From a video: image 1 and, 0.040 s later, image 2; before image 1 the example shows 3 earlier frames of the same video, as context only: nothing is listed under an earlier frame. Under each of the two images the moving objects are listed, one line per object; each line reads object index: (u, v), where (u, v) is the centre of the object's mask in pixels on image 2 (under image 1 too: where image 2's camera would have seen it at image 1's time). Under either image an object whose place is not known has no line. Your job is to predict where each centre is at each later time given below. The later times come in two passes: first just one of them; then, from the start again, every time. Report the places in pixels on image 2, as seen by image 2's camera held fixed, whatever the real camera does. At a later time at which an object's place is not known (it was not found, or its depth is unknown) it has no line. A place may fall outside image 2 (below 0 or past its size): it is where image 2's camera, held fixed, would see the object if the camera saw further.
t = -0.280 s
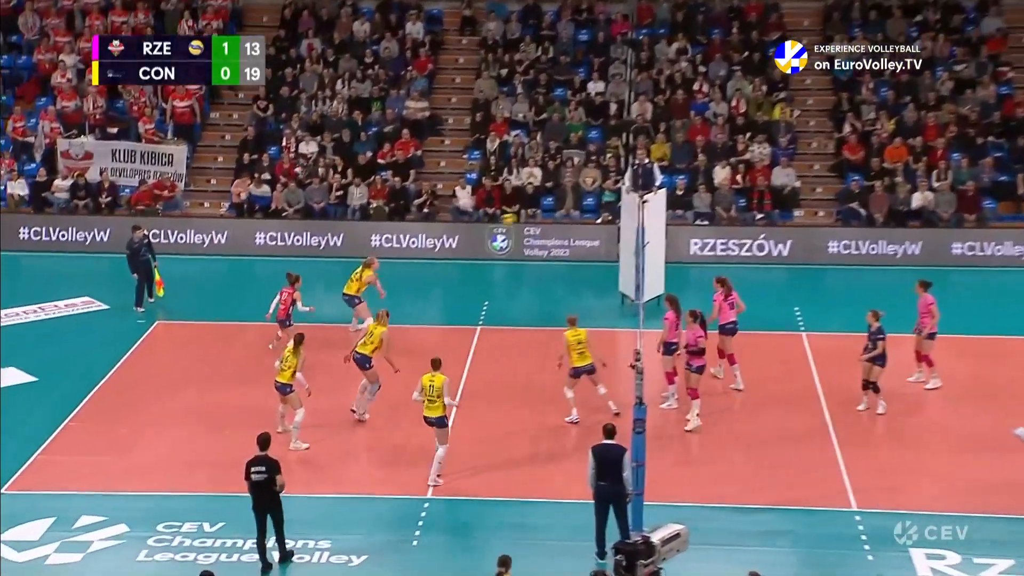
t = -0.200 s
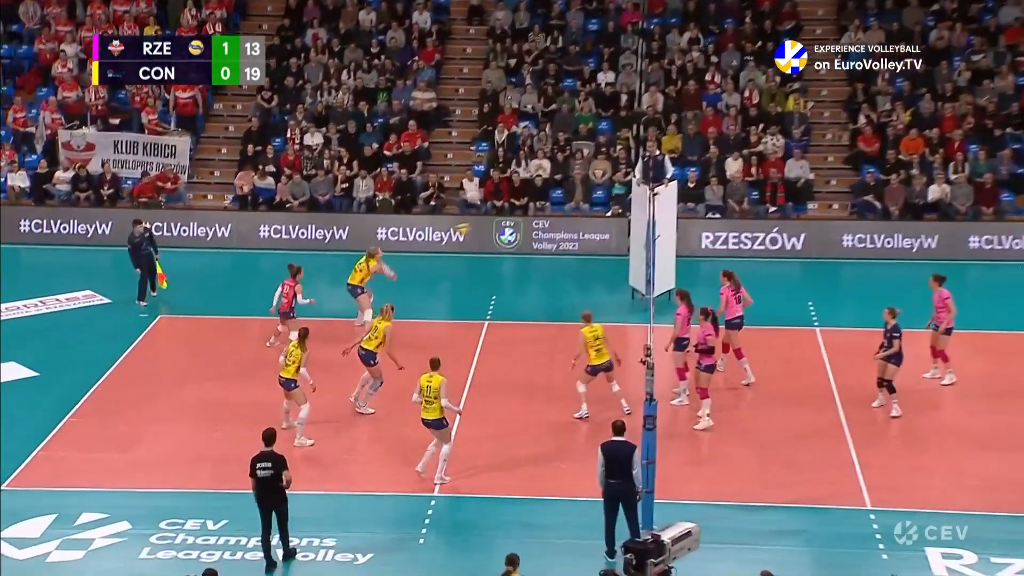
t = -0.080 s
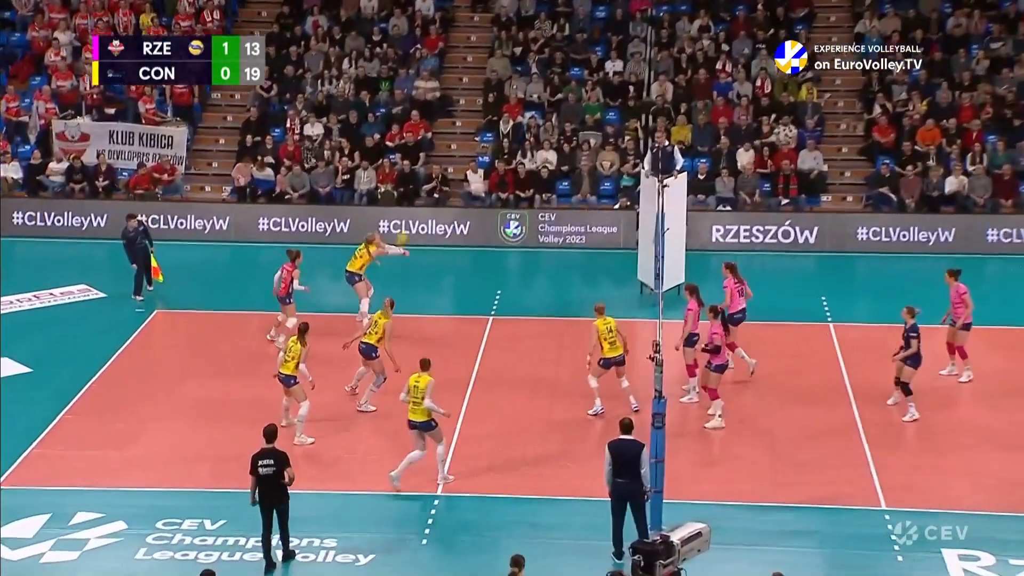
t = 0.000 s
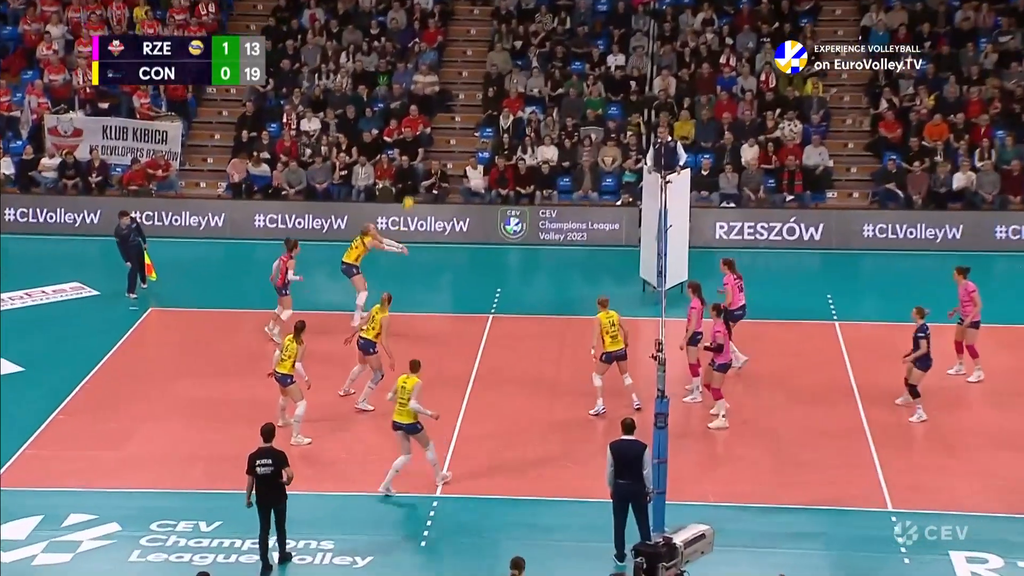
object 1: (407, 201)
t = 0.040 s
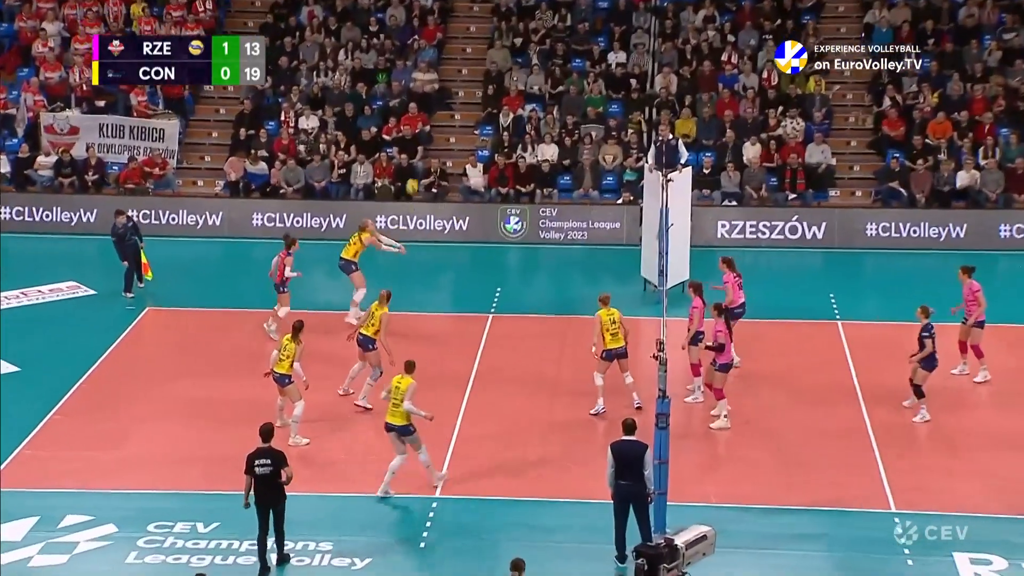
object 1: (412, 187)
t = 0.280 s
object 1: (435, 112)
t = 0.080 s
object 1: (416, 172)
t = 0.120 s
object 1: (420, 158)
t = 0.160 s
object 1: (424, 145)
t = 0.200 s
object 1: (427, 134)
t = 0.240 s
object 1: (432, 121)
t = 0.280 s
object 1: (435, 112)
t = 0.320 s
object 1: (439, 103)
